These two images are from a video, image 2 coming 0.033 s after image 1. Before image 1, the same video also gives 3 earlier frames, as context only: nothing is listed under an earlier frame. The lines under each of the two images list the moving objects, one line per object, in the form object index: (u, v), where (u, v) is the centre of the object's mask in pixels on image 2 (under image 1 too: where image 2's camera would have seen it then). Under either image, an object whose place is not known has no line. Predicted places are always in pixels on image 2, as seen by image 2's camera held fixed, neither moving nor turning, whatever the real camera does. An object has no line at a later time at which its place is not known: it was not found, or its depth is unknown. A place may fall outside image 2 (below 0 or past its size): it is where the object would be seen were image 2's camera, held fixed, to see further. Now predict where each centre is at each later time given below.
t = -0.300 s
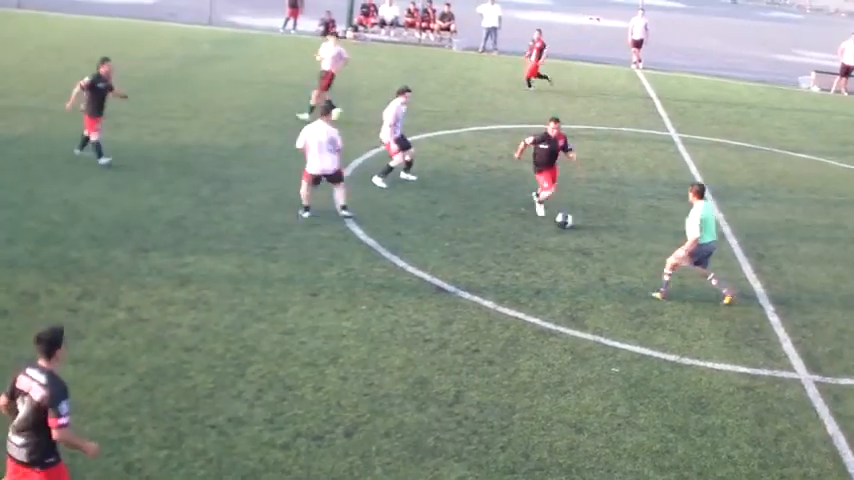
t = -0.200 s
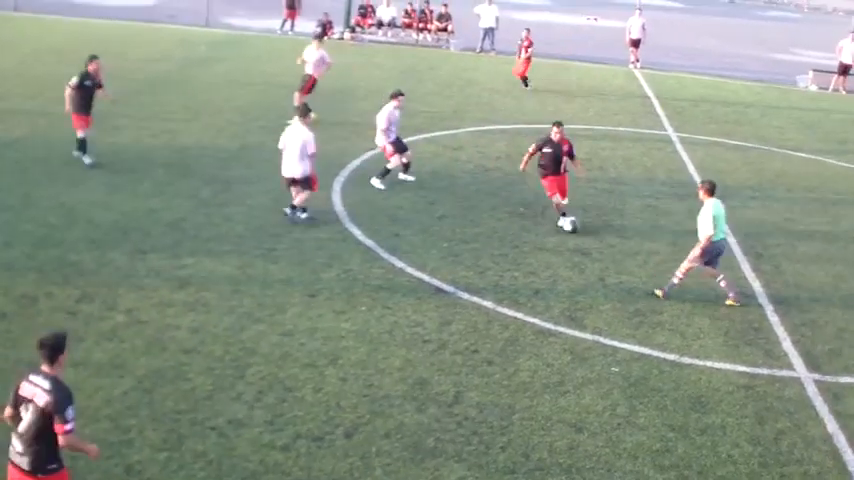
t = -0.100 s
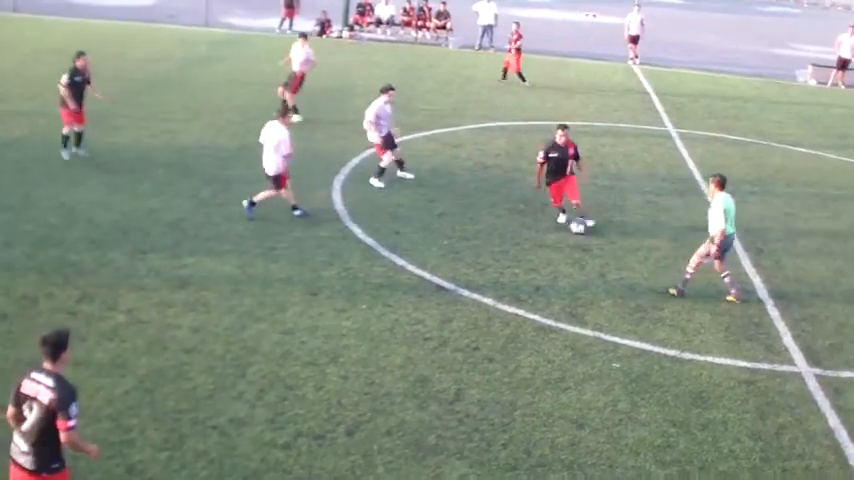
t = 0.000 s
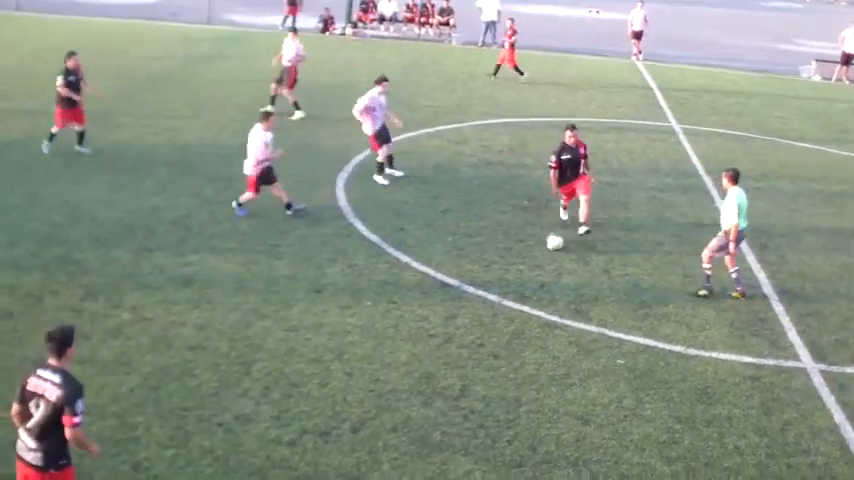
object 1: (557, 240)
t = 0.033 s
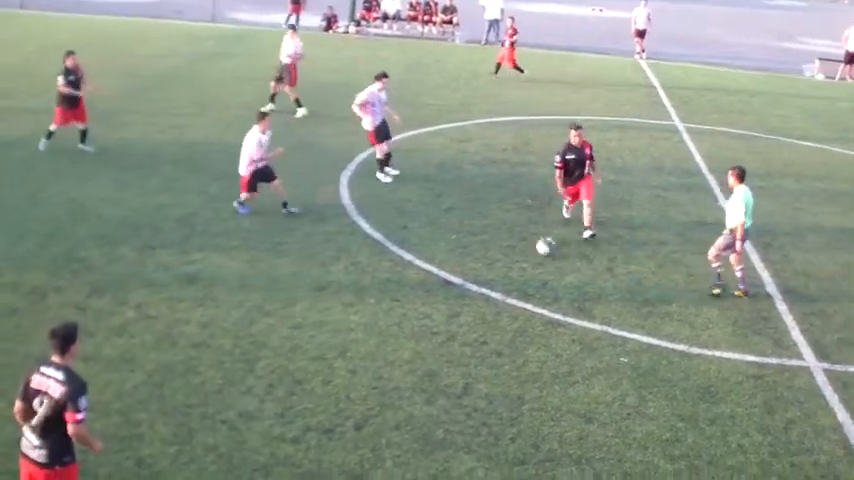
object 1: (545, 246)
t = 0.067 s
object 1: (533, 253)
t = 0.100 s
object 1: (520, 261)
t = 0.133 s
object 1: (505, 270)
